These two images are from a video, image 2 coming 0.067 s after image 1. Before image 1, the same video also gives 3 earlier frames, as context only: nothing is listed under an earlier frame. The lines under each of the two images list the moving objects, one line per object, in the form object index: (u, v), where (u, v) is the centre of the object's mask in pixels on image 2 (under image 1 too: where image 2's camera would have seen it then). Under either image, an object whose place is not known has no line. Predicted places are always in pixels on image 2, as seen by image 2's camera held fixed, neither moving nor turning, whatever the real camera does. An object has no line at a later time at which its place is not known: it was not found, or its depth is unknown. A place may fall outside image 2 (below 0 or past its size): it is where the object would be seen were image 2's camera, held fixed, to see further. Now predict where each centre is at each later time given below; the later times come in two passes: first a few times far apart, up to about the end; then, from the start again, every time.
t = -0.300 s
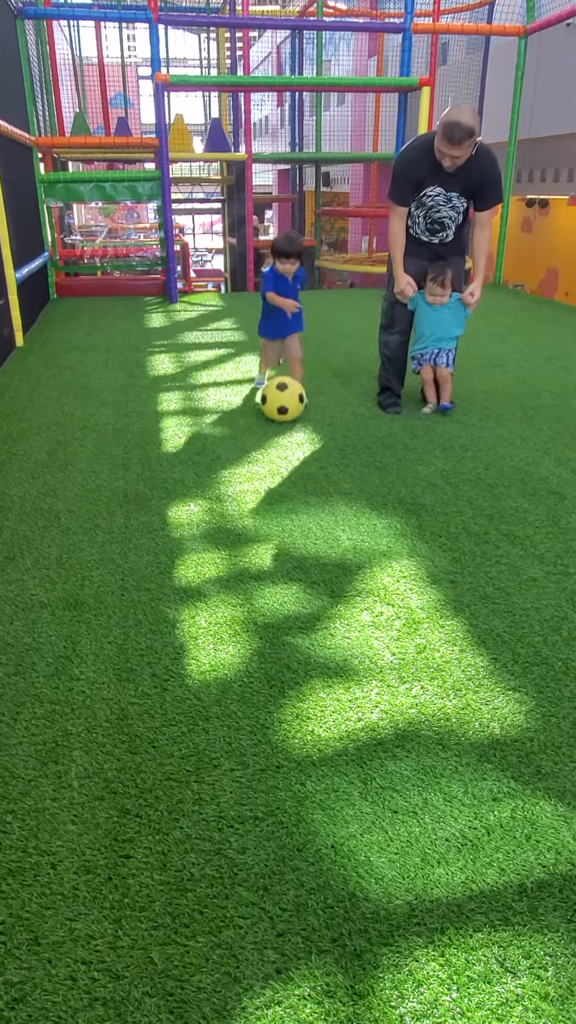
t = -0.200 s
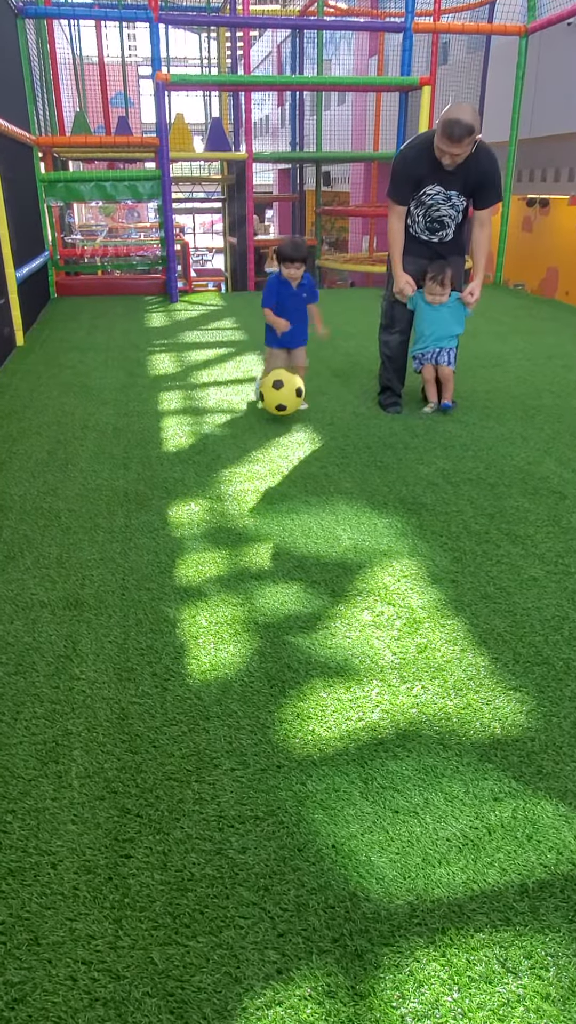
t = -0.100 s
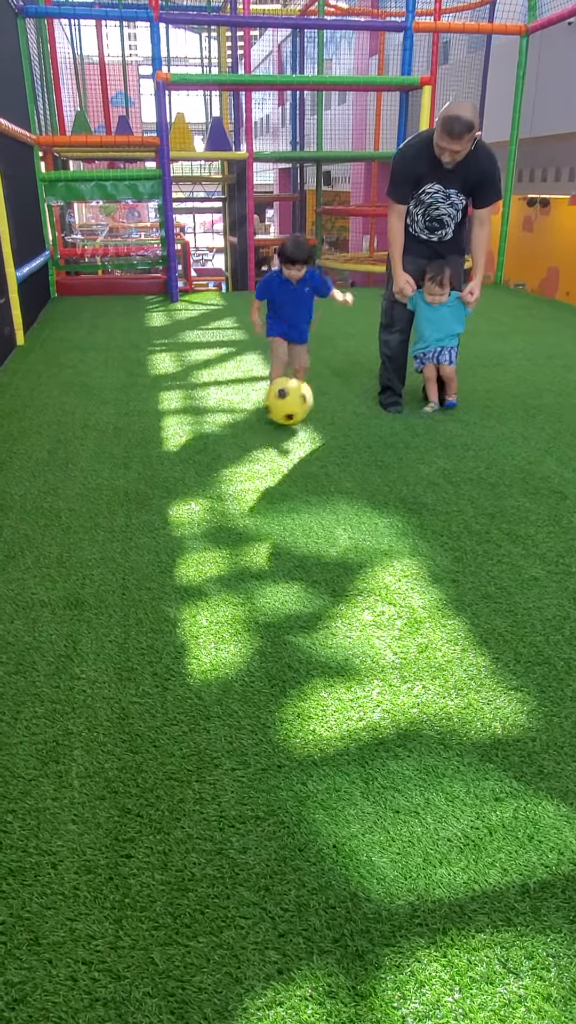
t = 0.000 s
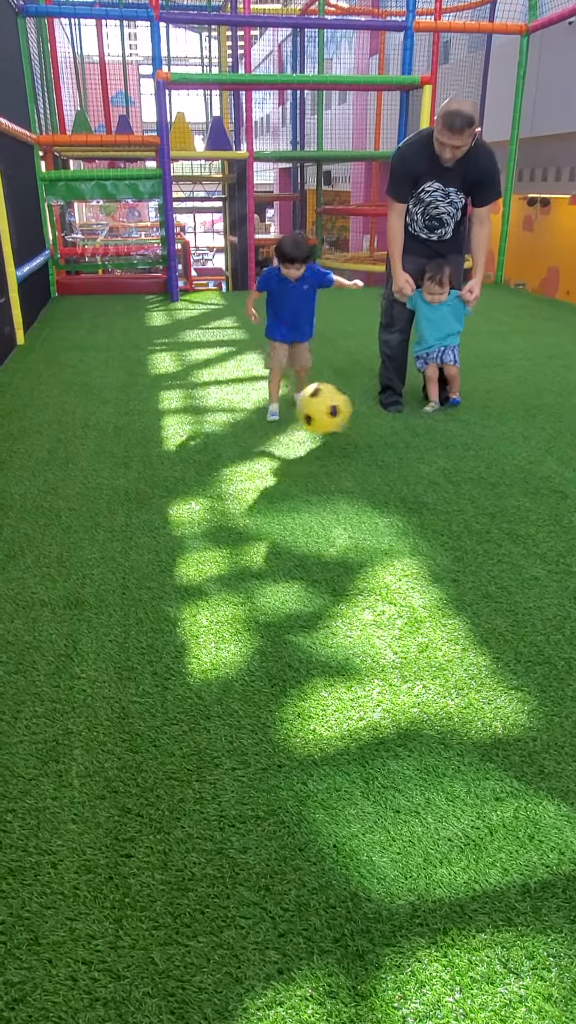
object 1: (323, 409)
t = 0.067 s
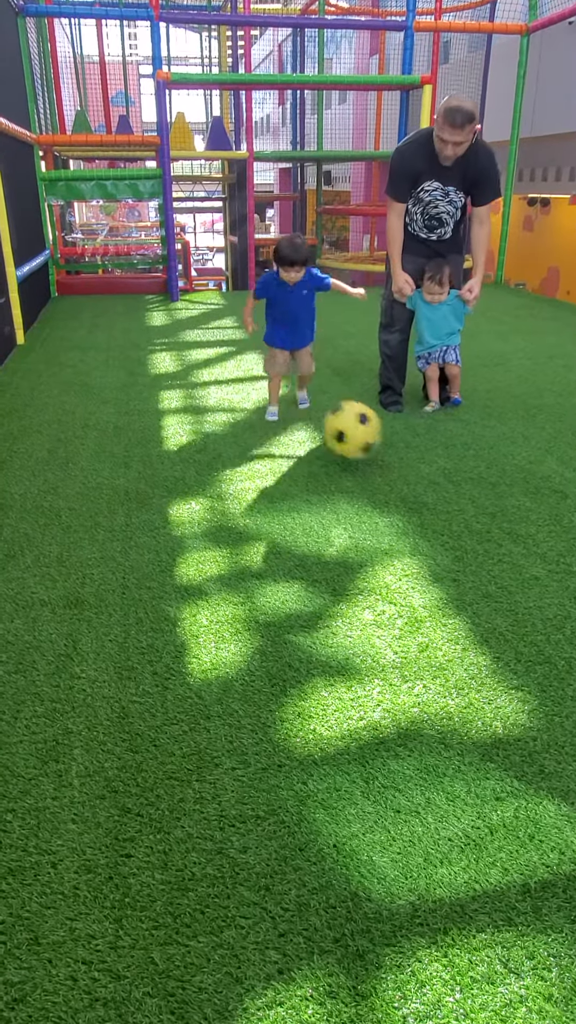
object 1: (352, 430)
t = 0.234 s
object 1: (406, 463)
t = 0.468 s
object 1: (448, 517)
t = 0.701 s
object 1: (505, 566)
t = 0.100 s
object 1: (368, 444)
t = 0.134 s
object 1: (384, 463)
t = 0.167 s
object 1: (394, 470)
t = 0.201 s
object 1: (400, 465)
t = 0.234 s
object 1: (406, 463)
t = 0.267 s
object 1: (411, 463)
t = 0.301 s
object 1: (416, 465)
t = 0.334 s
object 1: (423, 471)
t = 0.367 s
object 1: (428, 479)
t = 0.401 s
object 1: (434, 491)
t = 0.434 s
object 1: (440, 505)
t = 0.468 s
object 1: (448, 517)
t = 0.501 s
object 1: (456, 515)
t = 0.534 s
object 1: (464, 515)
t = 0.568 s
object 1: (473, 519)
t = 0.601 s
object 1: (481, 525)
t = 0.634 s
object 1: (489, 536)
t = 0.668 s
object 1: (497, 550)
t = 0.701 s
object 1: (505, 566)
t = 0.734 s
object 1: (516, 574)
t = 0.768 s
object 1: (527, 576)
